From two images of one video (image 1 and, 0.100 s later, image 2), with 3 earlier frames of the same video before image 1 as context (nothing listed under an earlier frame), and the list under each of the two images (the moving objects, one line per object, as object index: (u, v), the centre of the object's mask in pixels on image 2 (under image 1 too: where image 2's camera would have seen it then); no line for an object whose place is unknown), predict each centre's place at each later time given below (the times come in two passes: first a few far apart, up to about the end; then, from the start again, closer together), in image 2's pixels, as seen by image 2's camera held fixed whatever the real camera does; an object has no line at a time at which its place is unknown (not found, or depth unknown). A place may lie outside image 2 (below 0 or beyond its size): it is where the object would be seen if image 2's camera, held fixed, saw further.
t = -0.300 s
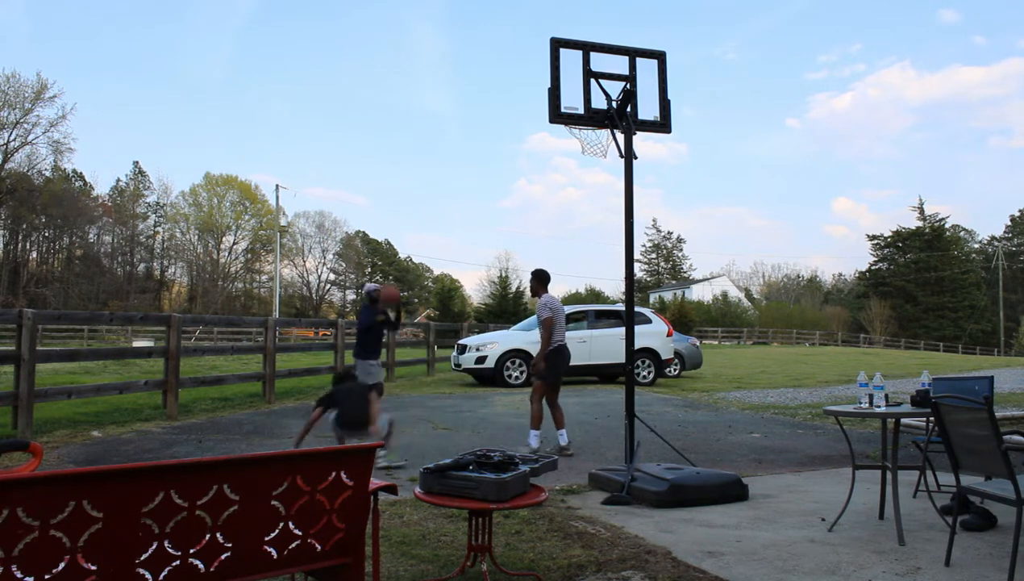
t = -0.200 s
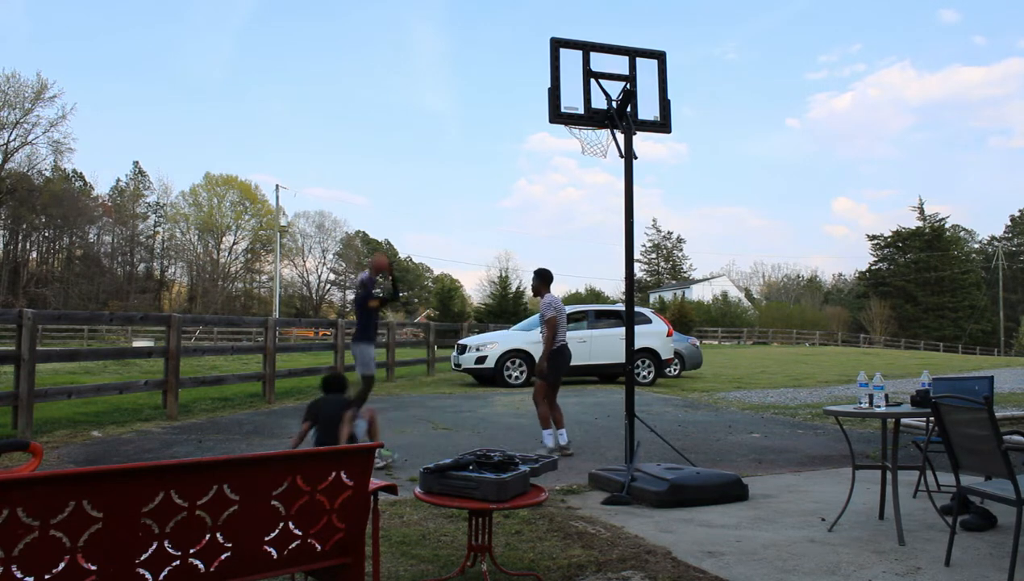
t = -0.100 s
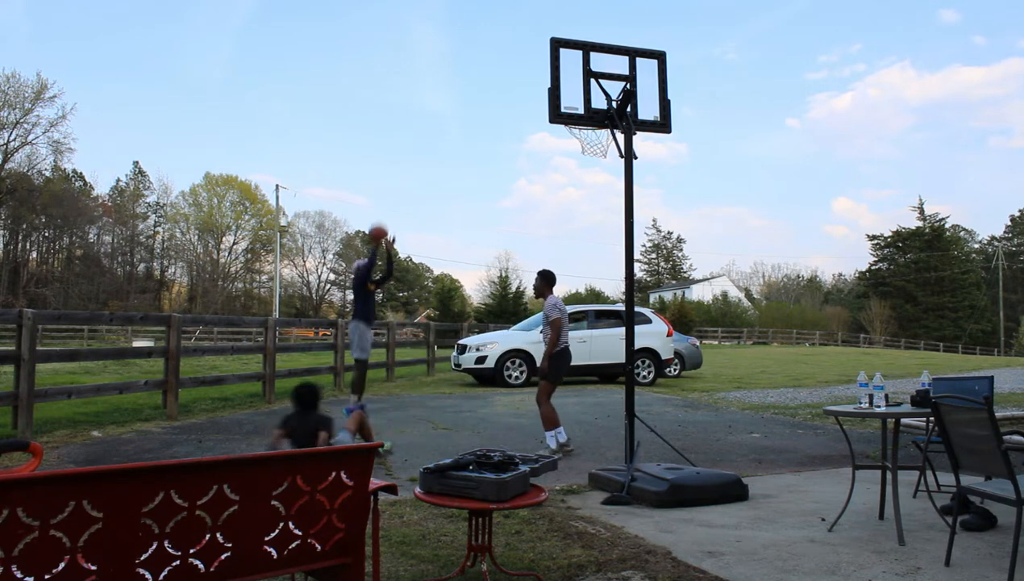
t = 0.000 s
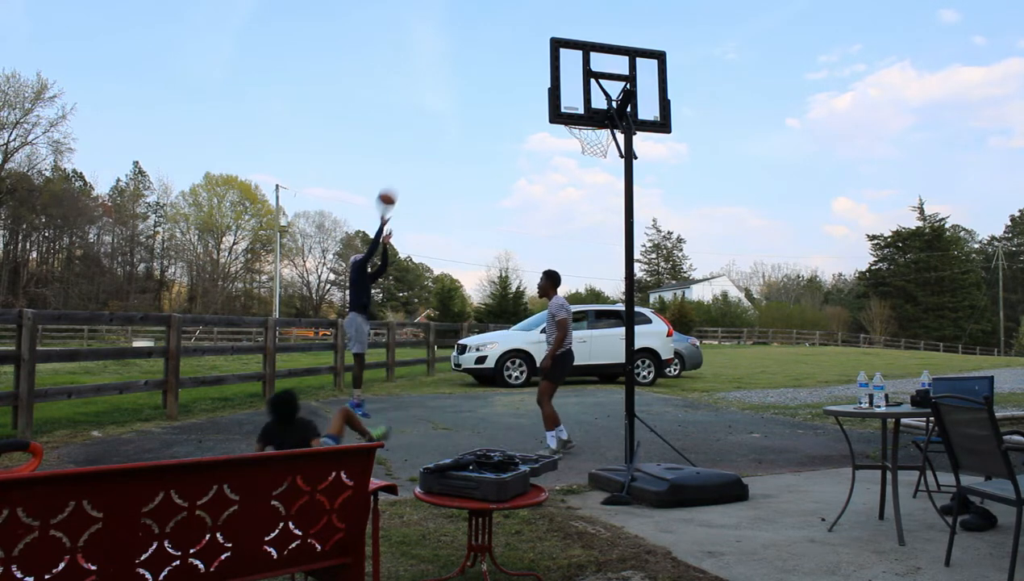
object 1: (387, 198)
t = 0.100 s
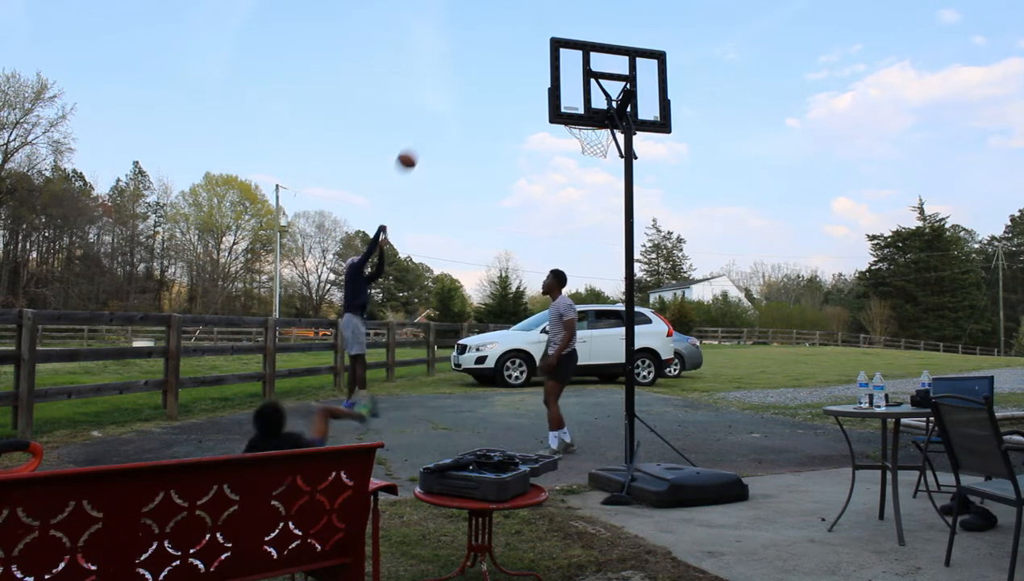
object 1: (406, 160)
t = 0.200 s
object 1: (427, 129)
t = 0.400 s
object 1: (471, 89)
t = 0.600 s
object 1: (519, 83)
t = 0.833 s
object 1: (579, 130)
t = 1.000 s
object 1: (573, 138)
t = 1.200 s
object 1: (566, 183)
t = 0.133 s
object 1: (413, 149)
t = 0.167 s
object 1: (420, 138)
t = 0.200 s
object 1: (427, 129)
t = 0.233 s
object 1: (434, 120)
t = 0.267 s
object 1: (442, 113)
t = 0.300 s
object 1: (449, 105)
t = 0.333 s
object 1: (456, 99)
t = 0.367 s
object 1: (464, 93)
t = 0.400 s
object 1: (471, 89)
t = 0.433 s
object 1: (479, 85)
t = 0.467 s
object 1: (487, 83)
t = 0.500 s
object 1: (495, 81)
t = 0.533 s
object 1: (503, 81)
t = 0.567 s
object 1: (511, 81)
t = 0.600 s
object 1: (519, 83)
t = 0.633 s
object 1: (528, 85)
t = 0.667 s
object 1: (536, 89)
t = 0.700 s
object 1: (542, 94)
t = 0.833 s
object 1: (579, 130)
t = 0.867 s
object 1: (579, 131)
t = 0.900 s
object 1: (578, 132)
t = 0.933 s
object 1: (576, 133)
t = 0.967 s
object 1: (575, 134)
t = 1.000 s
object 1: (573, 138)
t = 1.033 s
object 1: (572, 143)
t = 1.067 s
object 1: (571, 150)
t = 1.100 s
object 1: (570, 157)
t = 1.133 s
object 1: (568, 165)
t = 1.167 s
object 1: (567, 173)
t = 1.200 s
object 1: (566, 183)
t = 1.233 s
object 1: (565, 193)
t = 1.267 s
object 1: (563, 204)
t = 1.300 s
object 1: (562, 216)
